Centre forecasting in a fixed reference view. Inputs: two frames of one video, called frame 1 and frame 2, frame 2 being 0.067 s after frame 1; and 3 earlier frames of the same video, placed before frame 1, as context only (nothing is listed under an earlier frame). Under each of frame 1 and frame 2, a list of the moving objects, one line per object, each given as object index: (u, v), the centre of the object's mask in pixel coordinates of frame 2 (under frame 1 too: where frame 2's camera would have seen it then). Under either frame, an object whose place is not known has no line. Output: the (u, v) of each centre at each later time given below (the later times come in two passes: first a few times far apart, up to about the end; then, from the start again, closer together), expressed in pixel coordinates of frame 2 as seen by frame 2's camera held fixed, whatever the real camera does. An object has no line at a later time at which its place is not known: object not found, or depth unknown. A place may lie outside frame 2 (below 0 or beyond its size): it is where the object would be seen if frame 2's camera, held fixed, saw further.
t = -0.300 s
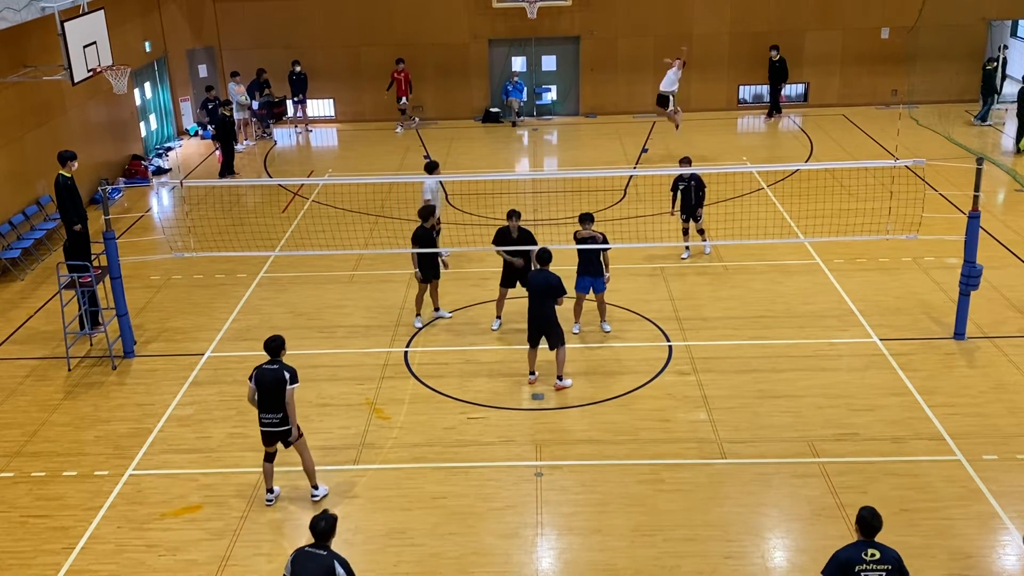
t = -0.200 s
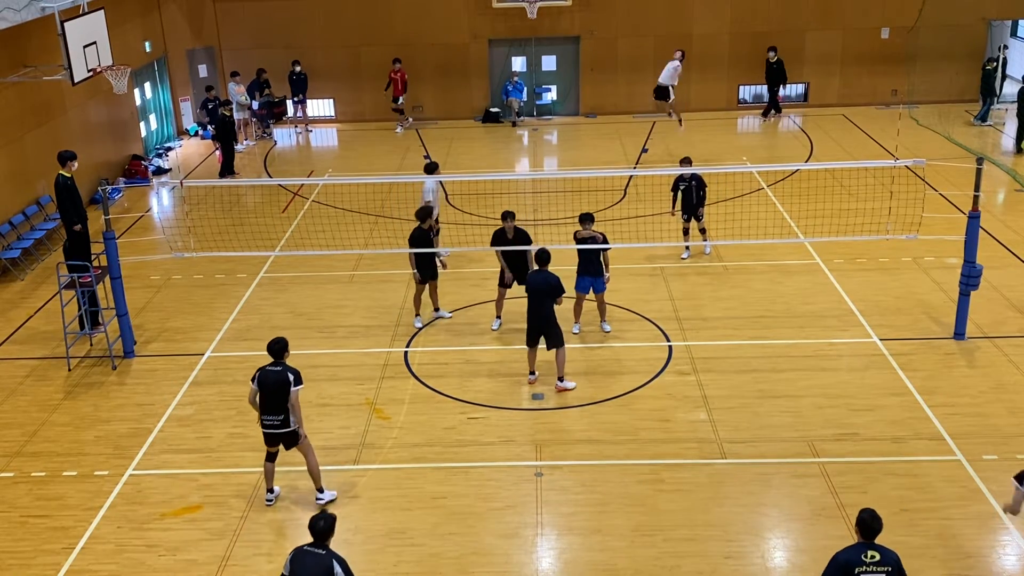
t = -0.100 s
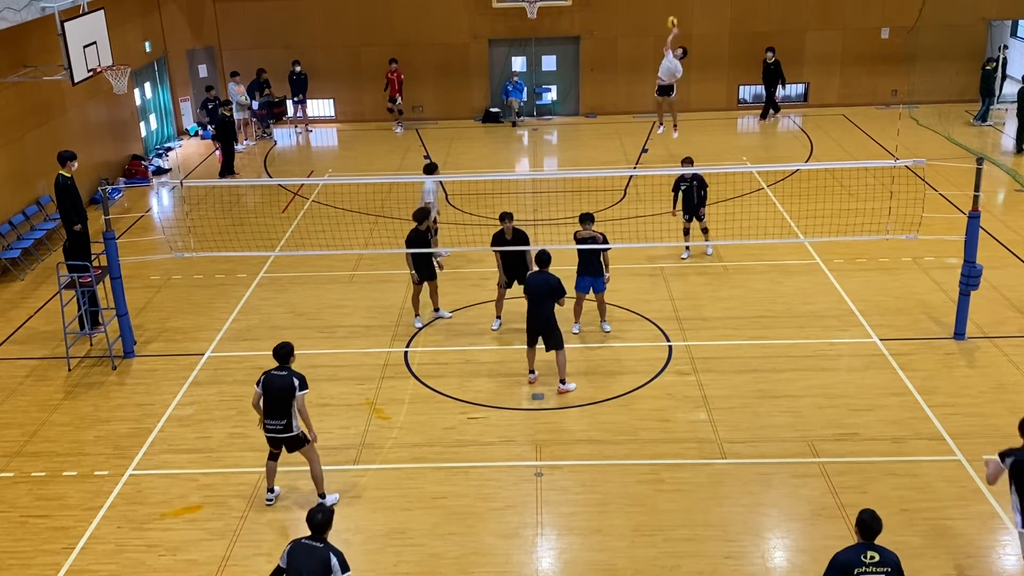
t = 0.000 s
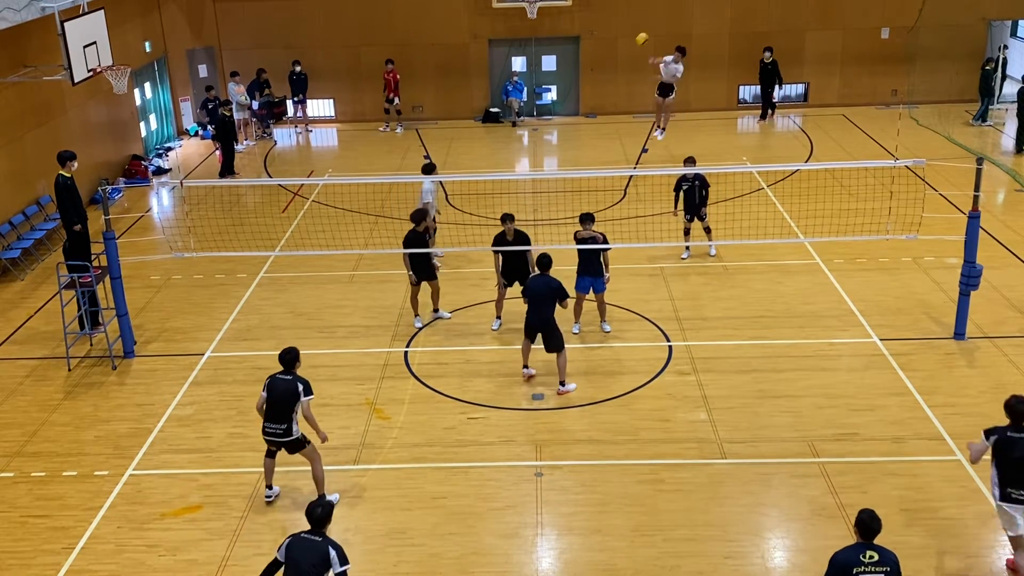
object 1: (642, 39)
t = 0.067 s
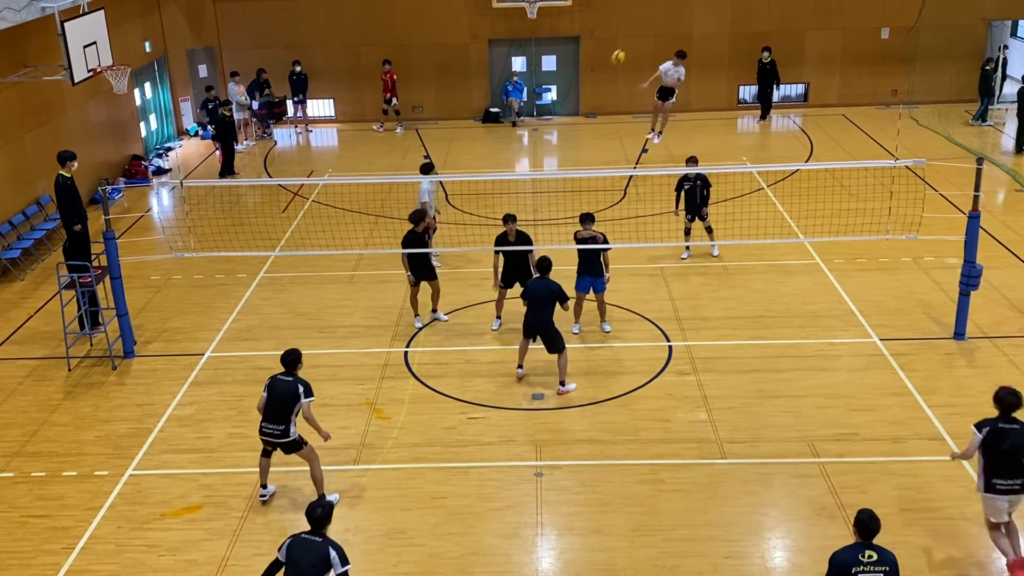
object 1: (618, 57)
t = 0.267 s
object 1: (531, 171)
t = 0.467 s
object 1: (462, 309)
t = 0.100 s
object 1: (605, 69)
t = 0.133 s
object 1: (591, 83)
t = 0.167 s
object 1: (577, 100)
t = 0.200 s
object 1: (564, 119)
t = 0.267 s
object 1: (531, 171)
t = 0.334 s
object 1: (509, 206)
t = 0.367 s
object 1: (501, 227)
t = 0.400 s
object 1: (486, 251)
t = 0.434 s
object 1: (475, 277)
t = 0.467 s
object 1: (462, 309)
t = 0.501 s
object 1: (448, 343)
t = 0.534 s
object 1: (435, 381)
